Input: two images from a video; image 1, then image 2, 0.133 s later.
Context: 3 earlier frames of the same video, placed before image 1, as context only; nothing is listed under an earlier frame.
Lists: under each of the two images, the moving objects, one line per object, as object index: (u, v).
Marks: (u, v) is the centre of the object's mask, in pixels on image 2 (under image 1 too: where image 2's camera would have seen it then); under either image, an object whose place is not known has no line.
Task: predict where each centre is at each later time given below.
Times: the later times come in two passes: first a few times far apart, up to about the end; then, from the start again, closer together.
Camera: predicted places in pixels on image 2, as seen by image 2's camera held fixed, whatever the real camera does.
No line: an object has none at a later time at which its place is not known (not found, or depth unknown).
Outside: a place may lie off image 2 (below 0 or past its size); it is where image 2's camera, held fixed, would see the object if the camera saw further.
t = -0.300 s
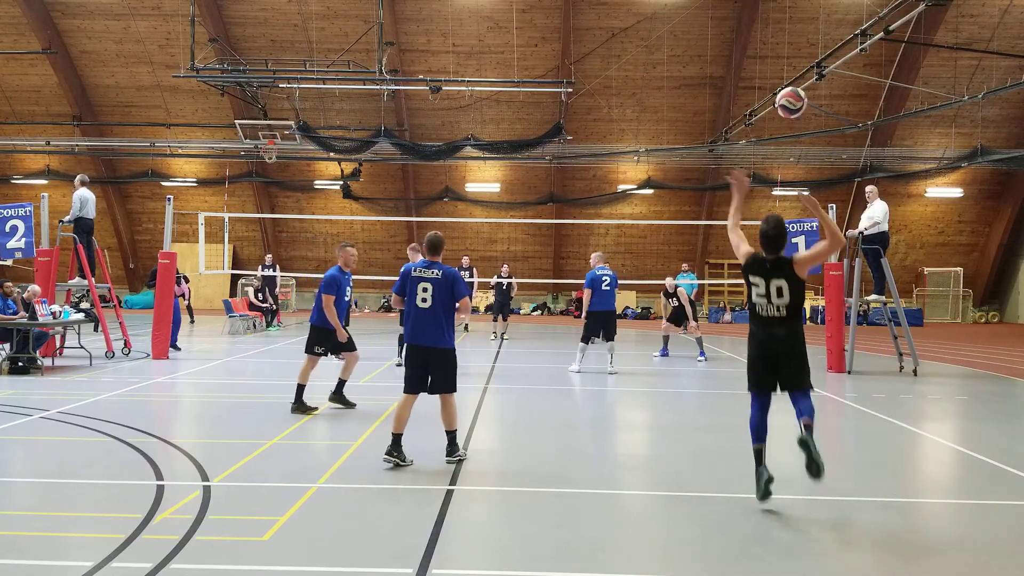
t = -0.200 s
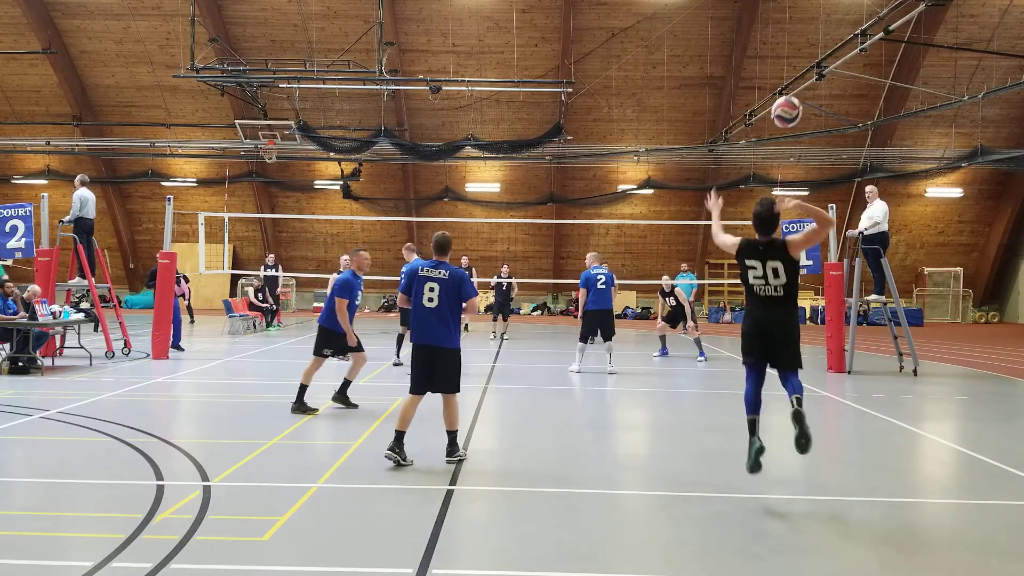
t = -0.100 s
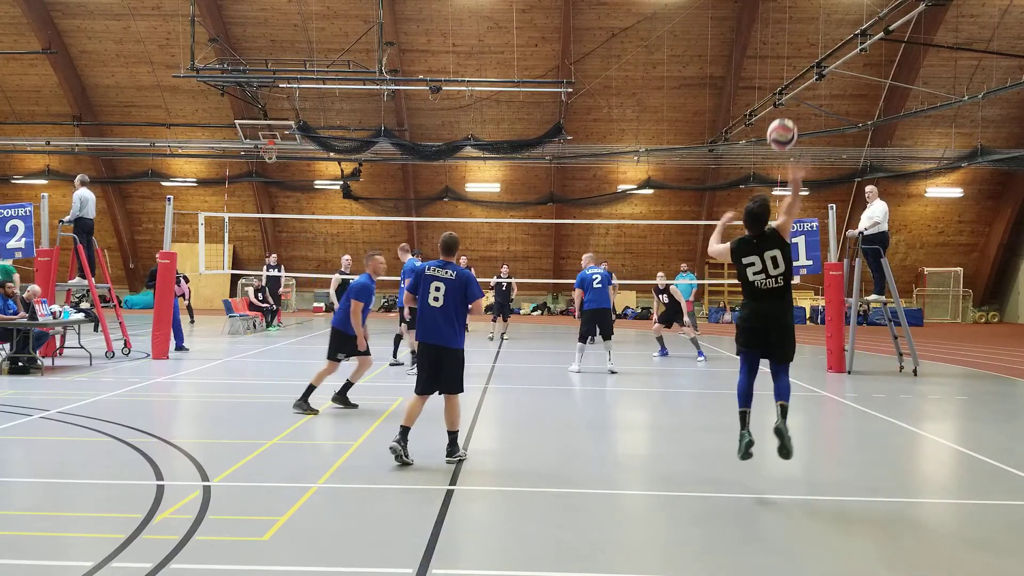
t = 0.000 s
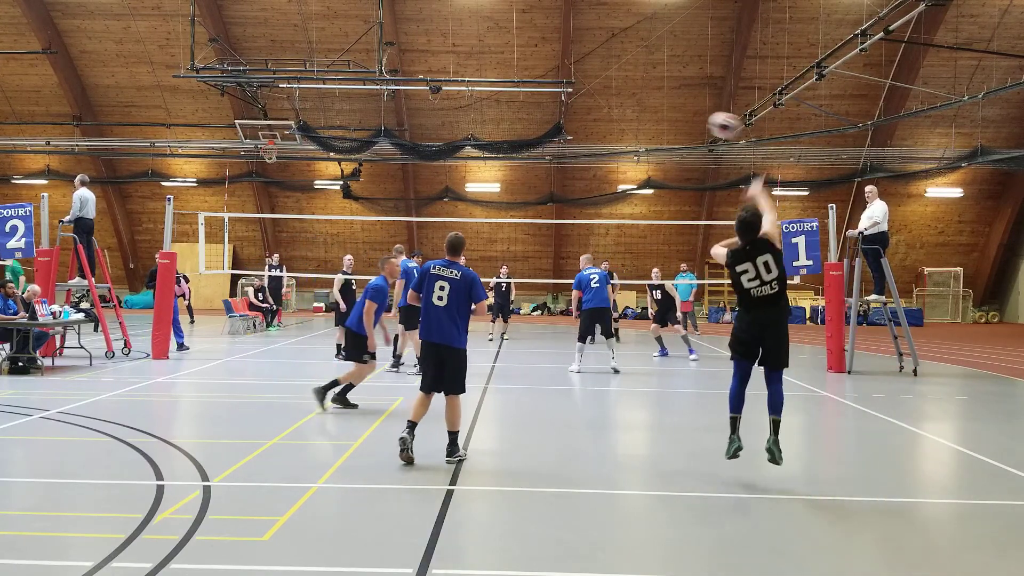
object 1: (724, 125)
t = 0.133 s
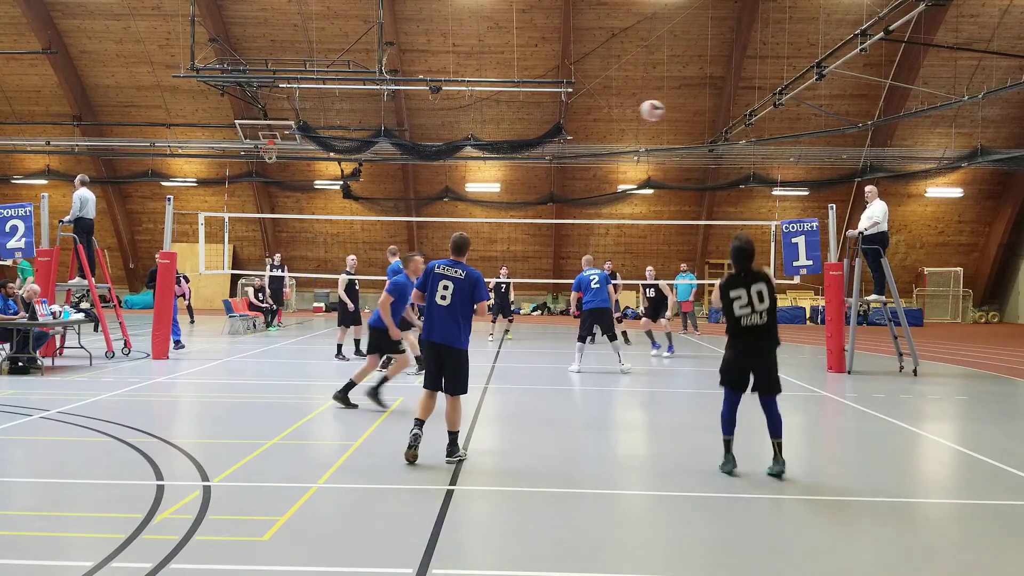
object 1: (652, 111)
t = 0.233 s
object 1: (614, 114)
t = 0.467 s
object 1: (548, 142)
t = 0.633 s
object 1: (514, 171)
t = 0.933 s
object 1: (472, 232)
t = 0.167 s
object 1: (638, 111)
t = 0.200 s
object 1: (626, 111)
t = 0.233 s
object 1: (614, 114)
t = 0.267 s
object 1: (603, 116)
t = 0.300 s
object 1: (592, 120)
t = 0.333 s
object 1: (582, 124)
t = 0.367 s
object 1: (572, 128)
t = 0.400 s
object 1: (564, 133)
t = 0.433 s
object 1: (556, 137)
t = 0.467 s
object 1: (548, 142)
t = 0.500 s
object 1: (540, 148)
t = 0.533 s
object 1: (534, 153)
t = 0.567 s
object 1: (527, 159)
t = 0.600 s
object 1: (520, 165)
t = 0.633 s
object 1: (514, 171)
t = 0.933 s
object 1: (472, 232)
